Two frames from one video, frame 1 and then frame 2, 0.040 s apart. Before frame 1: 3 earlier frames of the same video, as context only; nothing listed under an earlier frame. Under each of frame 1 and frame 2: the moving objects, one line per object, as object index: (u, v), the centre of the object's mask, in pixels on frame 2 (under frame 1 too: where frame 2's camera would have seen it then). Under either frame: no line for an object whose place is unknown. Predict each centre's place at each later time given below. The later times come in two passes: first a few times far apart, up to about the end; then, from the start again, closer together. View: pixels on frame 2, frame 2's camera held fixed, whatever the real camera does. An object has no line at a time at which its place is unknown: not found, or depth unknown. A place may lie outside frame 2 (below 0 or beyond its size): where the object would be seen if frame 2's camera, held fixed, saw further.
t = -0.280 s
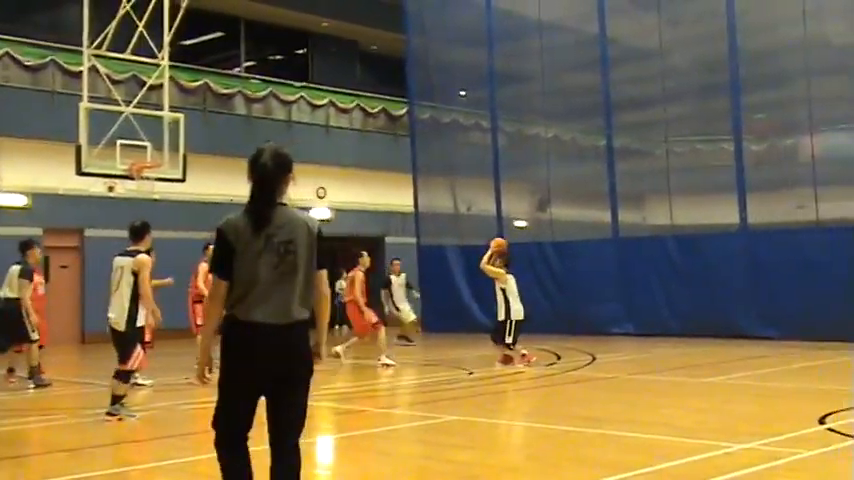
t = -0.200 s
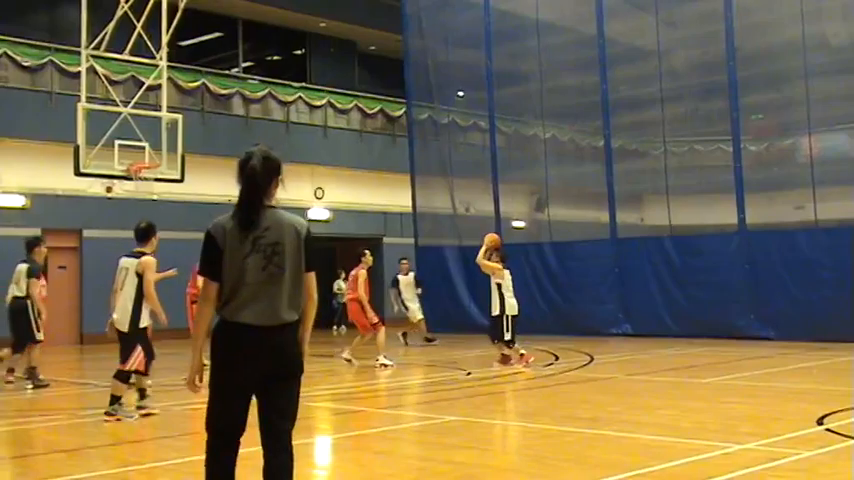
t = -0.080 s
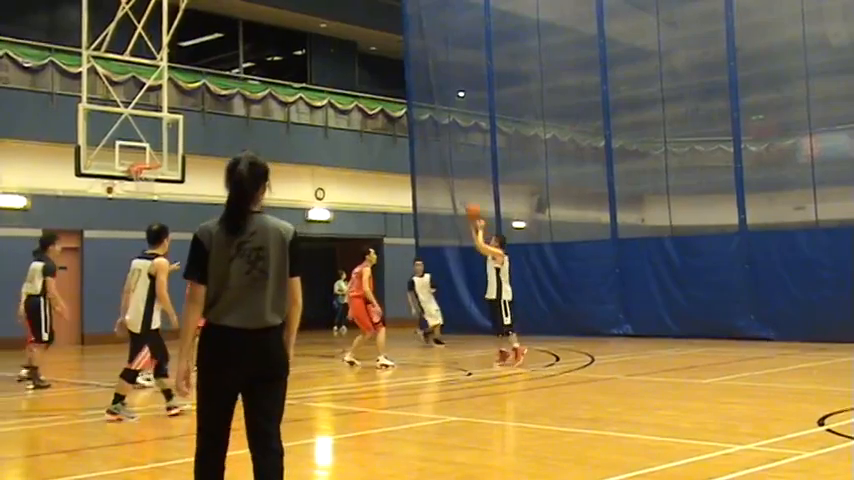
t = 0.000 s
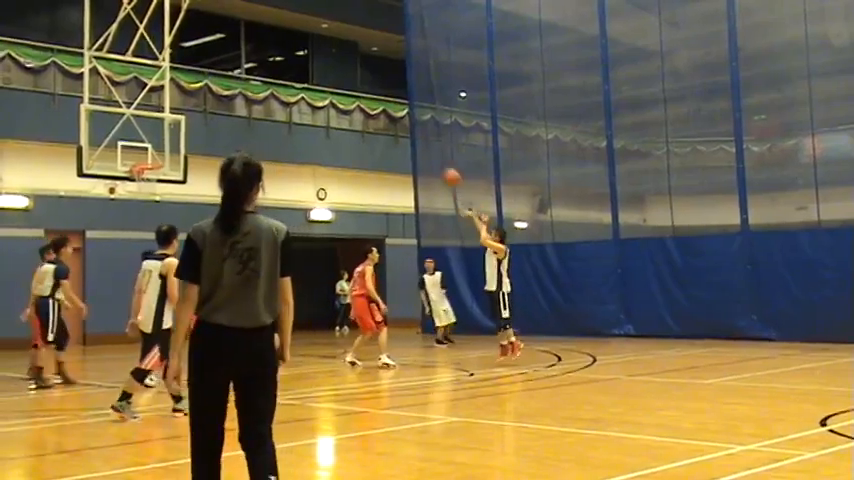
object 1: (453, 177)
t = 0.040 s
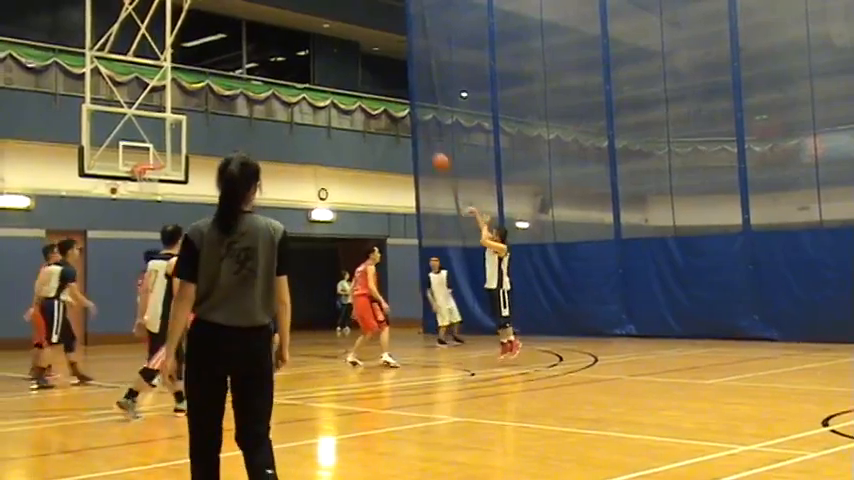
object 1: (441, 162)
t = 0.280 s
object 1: (372, 95)
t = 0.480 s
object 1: (316, 70)
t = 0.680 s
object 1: (265, 71)
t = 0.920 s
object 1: (207, 107)
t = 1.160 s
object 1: (164, 169)
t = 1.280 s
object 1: (179, 199)
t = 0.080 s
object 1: (429, 147)
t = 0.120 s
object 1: (417, 135)
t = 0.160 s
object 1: (405, 123)
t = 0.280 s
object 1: (372, 95)
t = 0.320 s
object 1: (361, 88)
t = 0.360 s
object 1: (350, 81)
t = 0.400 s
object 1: (339, 77)
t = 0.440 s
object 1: (327, 73)
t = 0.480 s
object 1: (316, 70)
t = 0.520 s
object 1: (306, 69)
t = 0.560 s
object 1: (296, 68)
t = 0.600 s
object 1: (285, 68)
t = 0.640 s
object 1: (276, 70)
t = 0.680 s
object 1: (265, 71)
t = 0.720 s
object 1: (255, 75)
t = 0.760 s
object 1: (245, 79)
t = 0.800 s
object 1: (236, 85)
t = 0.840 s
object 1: (226, 91)
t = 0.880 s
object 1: (217, 98)
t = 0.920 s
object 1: (207, 107)
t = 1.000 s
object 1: (190, 125)
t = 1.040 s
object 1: (179, 137)
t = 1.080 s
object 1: (170, 150)
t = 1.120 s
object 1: (162, 163)
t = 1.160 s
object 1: (164, 169)
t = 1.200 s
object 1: (168, 179)
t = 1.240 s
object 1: (173, 189)
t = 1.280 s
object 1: (179, 199)
